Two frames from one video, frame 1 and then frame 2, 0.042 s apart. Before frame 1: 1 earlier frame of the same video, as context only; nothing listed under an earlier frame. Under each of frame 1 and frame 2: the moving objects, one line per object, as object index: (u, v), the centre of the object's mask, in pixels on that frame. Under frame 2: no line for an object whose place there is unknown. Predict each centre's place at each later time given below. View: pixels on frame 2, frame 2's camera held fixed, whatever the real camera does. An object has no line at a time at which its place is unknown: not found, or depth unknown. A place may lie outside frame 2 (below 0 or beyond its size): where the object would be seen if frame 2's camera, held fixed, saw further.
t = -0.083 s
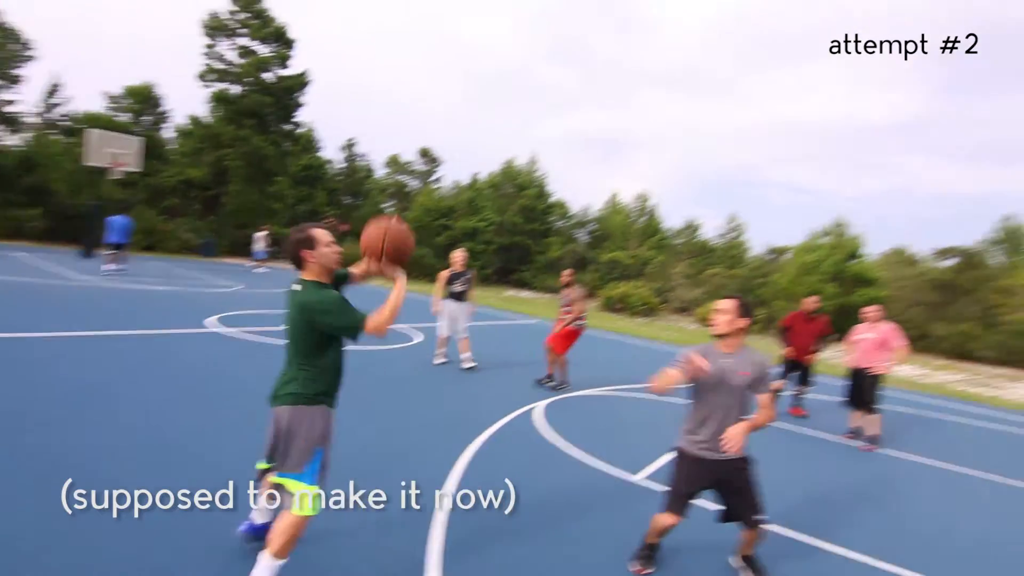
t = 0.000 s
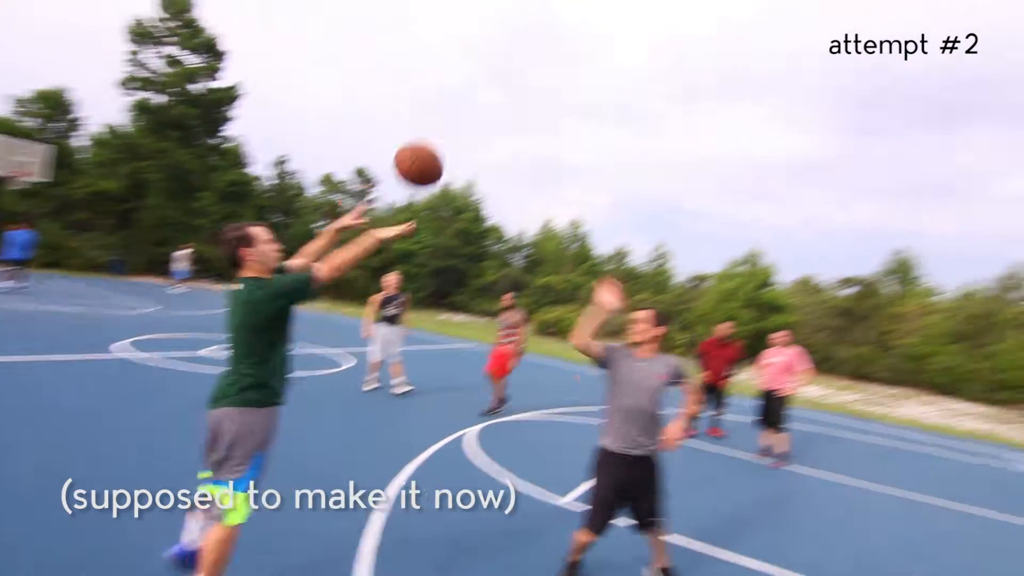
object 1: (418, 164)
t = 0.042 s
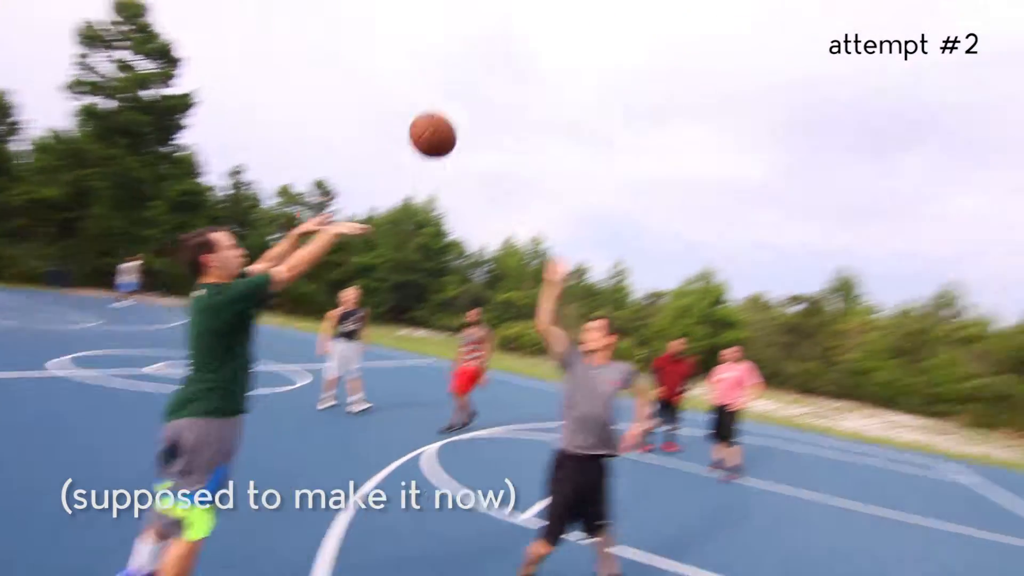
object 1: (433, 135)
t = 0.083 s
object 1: (483, 95)
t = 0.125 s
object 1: (530, 64)
